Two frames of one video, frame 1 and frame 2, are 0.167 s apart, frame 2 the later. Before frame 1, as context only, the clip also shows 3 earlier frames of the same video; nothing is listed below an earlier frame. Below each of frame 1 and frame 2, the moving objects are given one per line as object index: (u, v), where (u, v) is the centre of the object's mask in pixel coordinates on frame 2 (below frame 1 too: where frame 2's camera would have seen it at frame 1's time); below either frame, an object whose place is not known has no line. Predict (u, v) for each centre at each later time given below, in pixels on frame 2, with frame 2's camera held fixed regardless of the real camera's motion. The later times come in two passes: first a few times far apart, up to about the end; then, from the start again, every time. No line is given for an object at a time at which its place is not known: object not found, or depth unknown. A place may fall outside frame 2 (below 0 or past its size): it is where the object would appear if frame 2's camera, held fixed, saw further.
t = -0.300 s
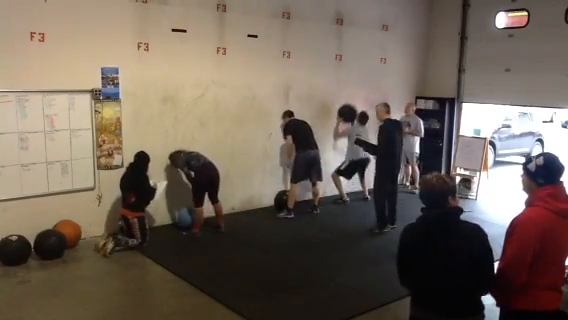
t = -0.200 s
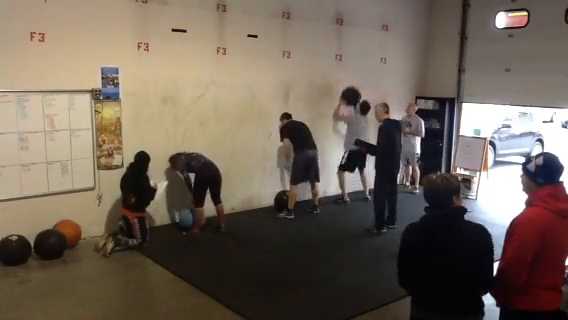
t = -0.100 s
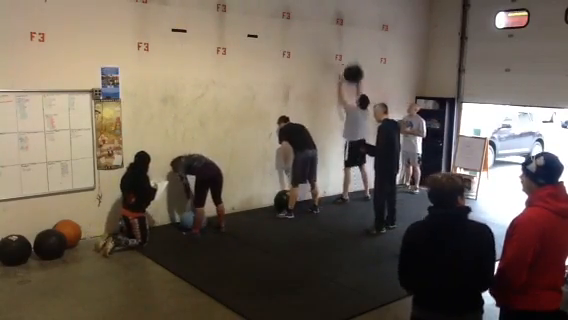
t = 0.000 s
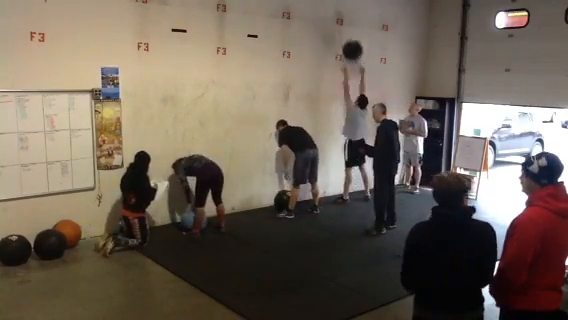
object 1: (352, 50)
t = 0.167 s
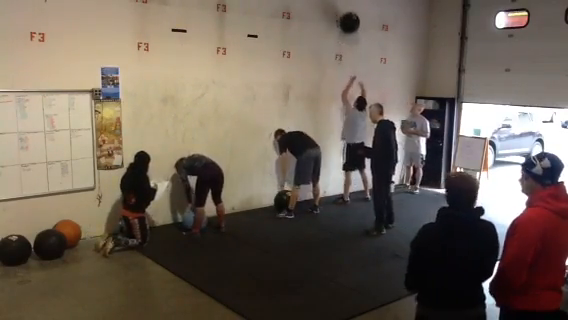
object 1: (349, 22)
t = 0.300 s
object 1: (346, 12)
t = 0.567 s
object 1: (344, 21)
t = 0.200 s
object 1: (348, 19)
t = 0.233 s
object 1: (348, 16)
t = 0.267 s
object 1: (347, 14)
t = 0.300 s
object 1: (346, 12)
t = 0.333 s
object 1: (345, 12)
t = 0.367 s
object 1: (345, 11)
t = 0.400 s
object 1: (344, 11)
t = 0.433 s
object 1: (344, 12)
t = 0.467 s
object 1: (343, 13)
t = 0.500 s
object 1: (343, 15)
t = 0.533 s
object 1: (343, 18)
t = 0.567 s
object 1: (344, 21)
